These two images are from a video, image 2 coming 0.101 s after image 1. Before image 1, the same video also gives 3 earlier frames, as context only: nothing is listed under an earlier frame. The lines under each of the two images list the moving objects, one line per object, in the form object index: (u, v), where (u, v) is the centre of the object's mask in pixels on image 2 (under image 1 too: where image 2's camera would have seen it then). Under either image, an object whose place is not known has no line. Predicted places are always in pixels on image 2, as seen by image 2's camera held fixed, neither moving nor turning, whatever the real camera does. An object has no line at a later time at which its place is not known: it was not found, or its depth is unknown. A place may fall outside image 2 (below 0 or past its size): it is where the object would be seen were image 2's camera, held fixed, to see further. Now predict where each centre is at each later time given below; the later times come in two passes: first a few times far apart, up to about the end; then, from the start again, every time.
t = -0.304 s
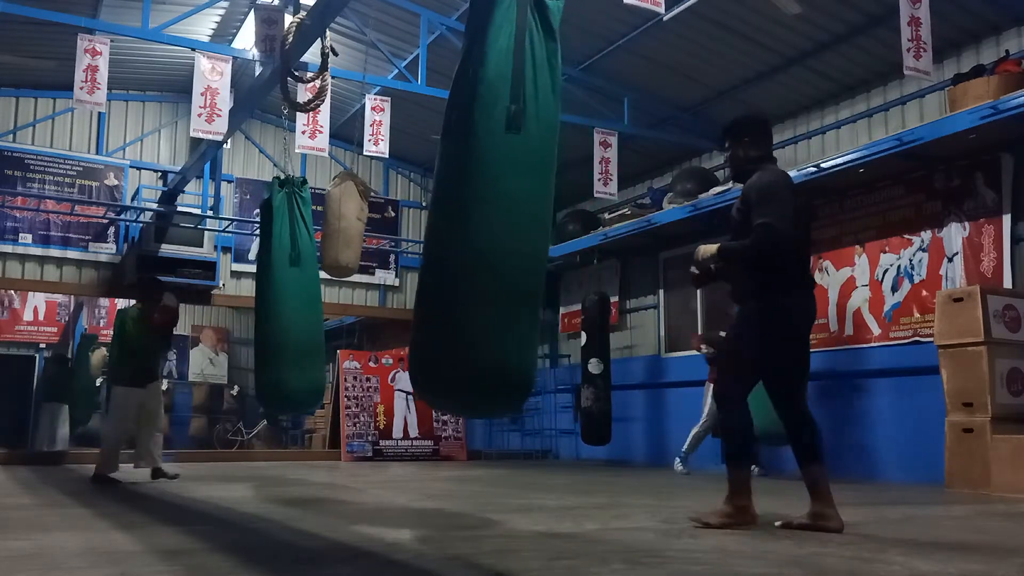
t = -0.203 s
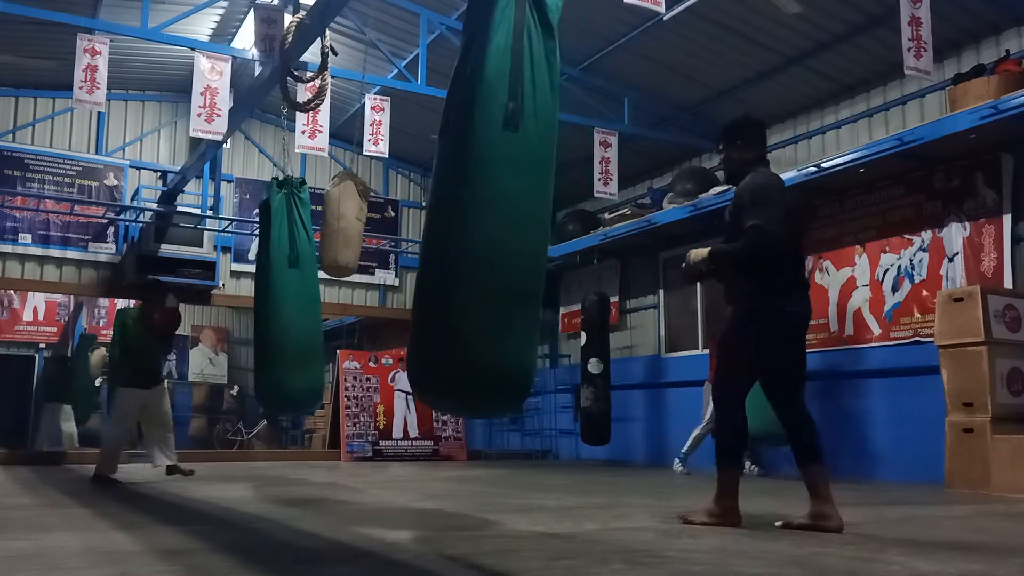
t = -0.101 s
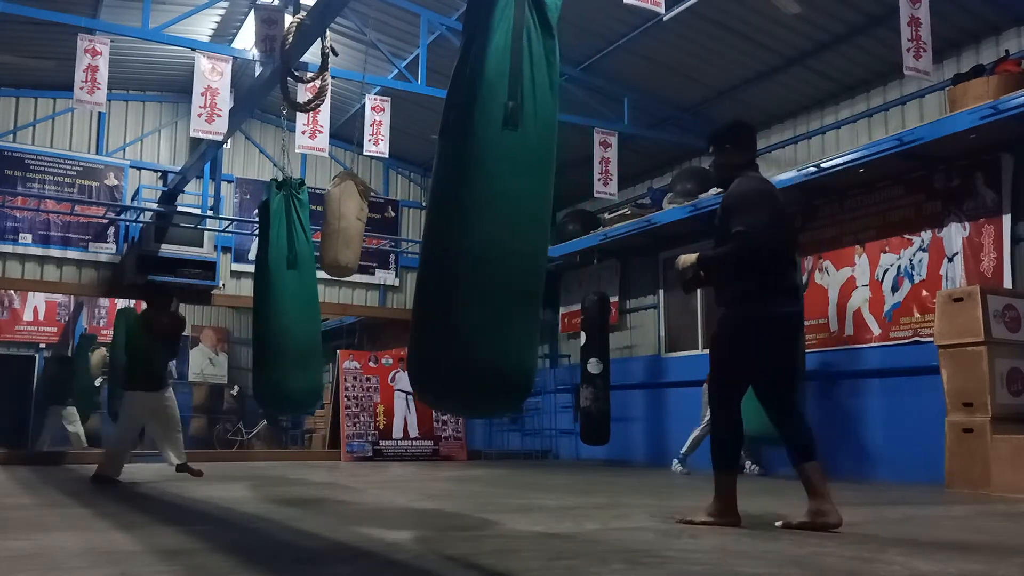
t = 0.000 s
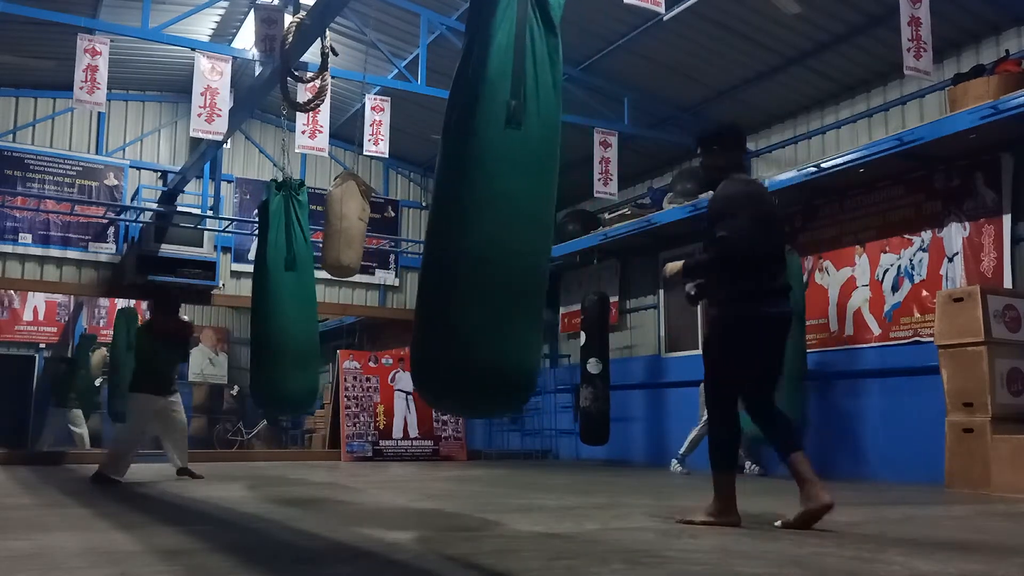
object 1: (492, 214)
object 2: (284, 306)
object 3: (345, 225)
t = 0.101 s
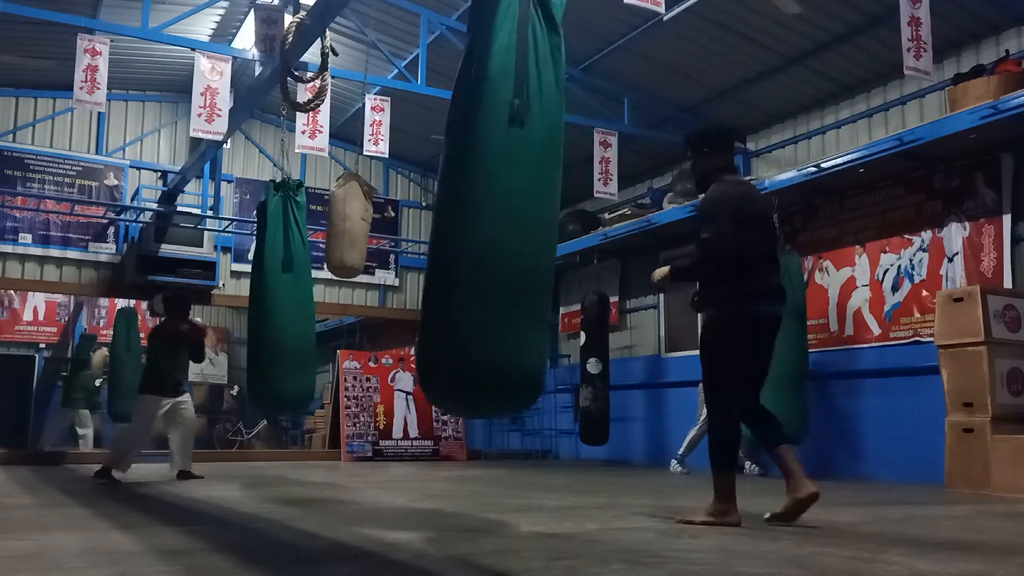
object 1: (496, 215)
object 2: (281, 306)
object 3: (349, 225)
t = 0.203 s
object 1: (503, 215)
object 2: (278, 306)
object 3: (353, 226)
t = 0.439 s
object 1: (523, 216)
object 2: (271, 307)
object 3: (365, 228)
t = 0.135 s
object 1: (499, 215)
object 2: (280, 306)
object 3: (350, 225)
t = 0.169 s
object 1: (500, 215)
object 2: (279, 306)
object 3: (351, 226)
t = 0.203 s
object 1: (503, 215)
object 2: (278, 306)
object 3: (353, 226)
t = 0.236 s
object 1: (505, 215)
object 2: (277, 306)
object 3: (354, 226)
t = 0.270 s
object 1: (508, 215)
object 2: (276, 306)
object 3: (356, 226)
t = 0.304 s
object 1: (511, 216)
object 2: (275, 306)
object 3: (358, 227)
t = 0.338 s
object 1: (514, 215)
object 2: (274, 306)
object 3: (359, 227)
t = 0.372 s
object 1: (517, 216)
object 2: (273, 307)
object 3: (362, 227)
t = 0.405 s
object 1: (520, 215)
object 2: (272, 307)
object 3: (363, 227)
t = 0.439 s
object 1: (523, 216)
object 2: (271, 307)
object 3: (365, 228)
